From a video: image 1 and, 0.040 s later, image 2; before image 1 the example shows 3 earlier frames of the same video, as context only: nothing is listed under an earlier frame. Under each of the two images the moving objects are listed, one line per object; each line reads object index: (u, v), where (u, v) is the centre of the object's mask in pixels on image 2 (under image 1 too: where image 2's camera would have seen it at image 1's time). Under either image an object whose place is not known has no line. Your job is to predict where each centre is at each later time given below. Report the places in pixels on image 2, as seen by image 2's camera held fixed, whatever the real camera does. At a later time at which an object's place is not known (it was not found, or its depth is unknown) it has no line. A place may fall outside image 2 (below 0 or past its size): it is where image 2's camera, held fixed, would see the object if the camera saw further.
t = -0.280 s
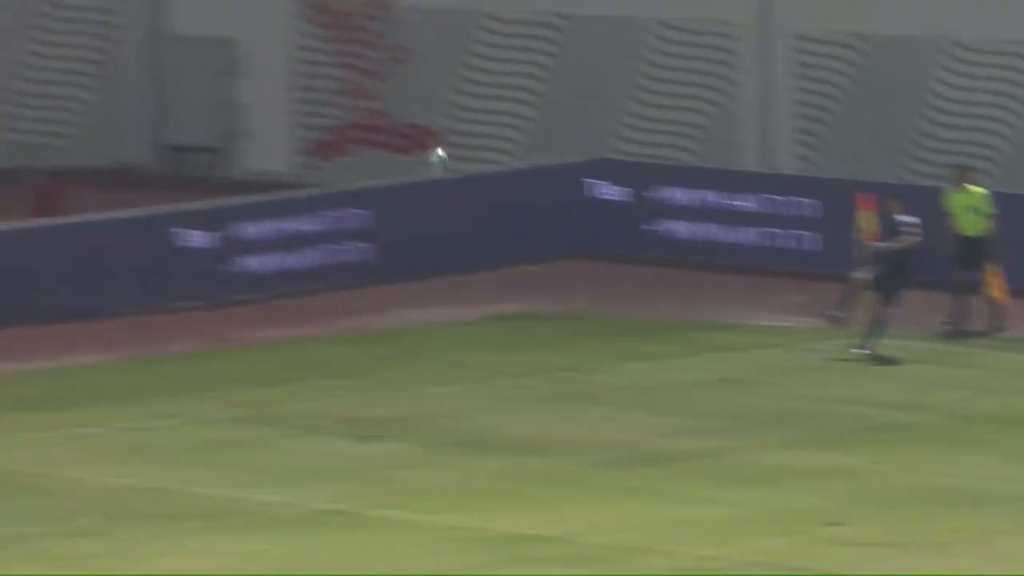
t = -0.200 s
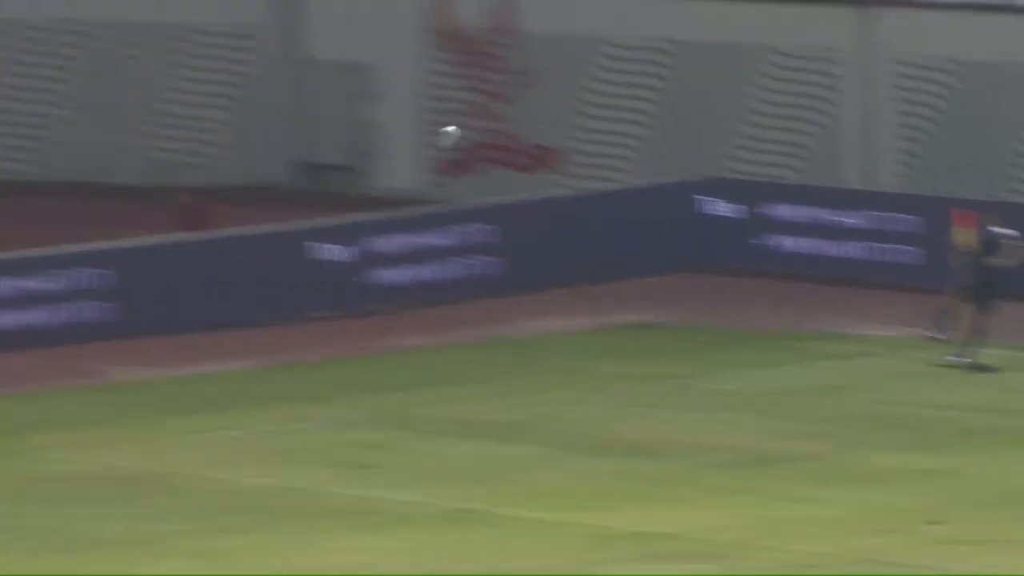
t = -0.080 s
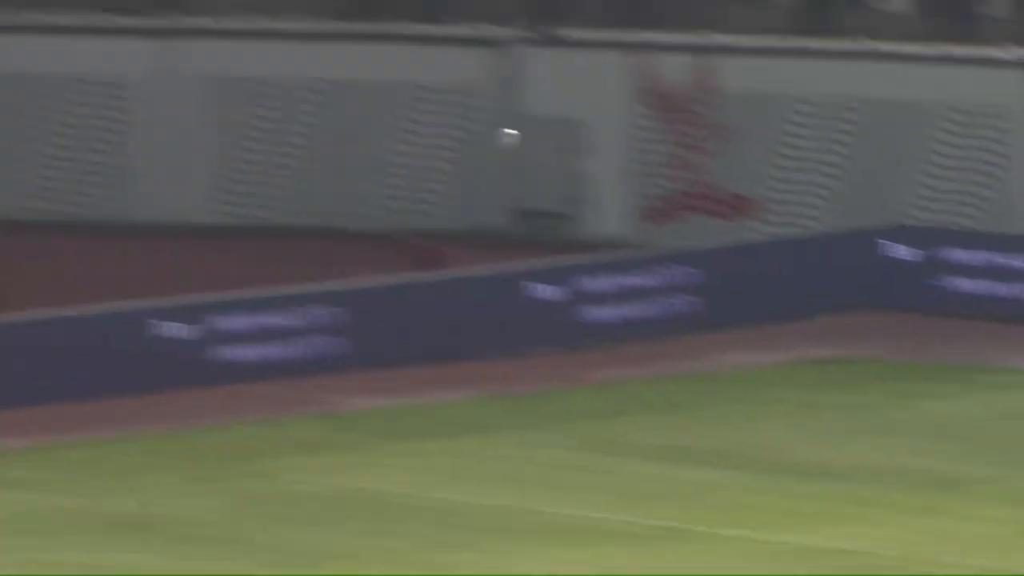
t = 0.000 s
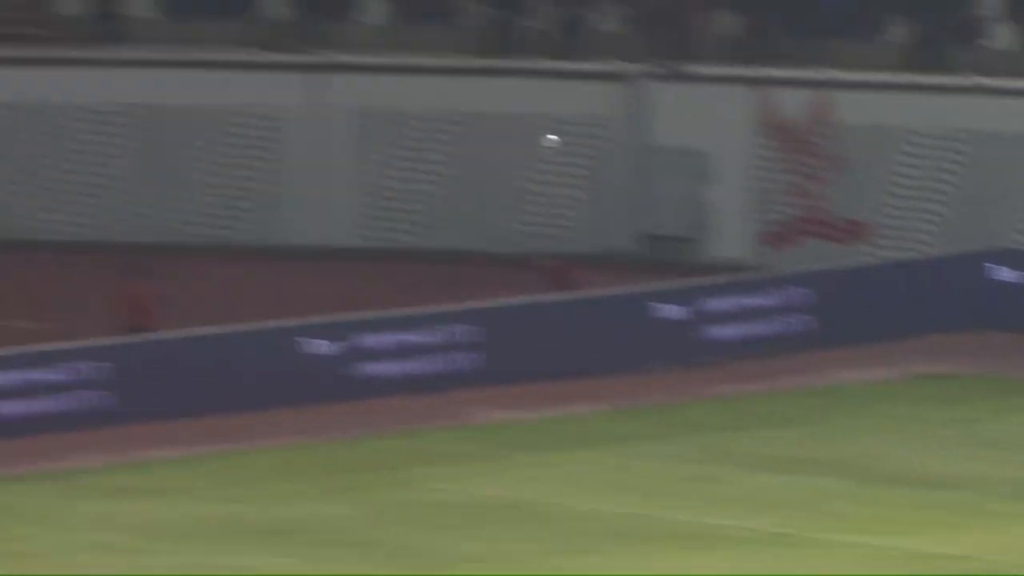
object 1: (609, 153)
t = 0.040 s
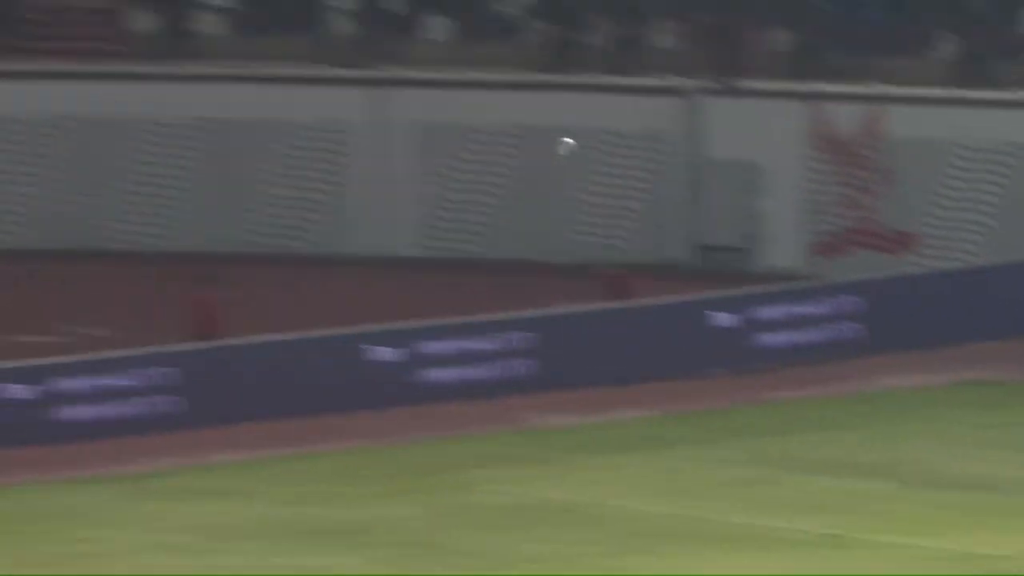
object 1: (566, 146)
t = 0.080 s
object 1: (525, 138)
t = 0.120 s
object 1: (485, 132)
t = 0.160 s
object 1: (446, 129)
